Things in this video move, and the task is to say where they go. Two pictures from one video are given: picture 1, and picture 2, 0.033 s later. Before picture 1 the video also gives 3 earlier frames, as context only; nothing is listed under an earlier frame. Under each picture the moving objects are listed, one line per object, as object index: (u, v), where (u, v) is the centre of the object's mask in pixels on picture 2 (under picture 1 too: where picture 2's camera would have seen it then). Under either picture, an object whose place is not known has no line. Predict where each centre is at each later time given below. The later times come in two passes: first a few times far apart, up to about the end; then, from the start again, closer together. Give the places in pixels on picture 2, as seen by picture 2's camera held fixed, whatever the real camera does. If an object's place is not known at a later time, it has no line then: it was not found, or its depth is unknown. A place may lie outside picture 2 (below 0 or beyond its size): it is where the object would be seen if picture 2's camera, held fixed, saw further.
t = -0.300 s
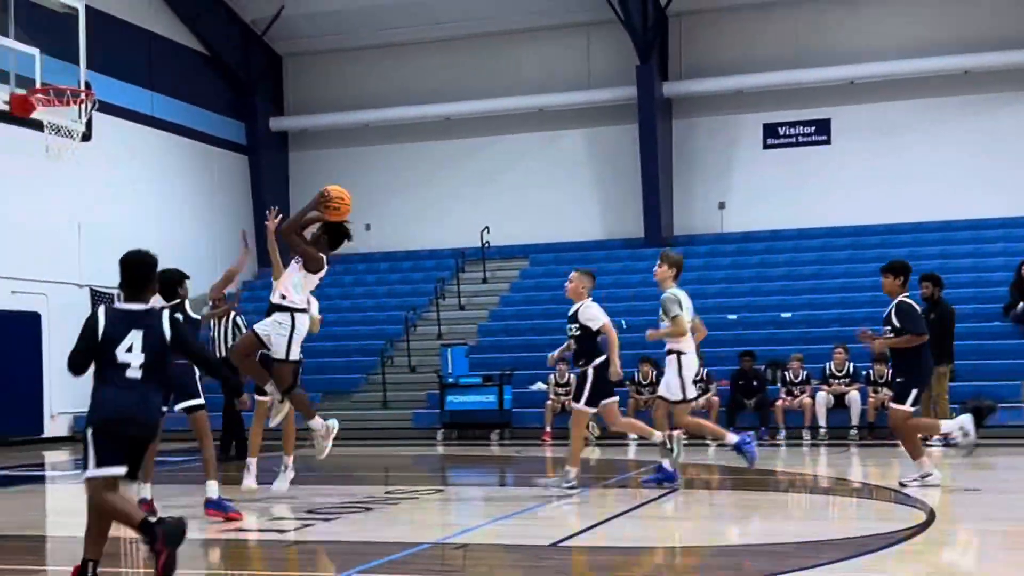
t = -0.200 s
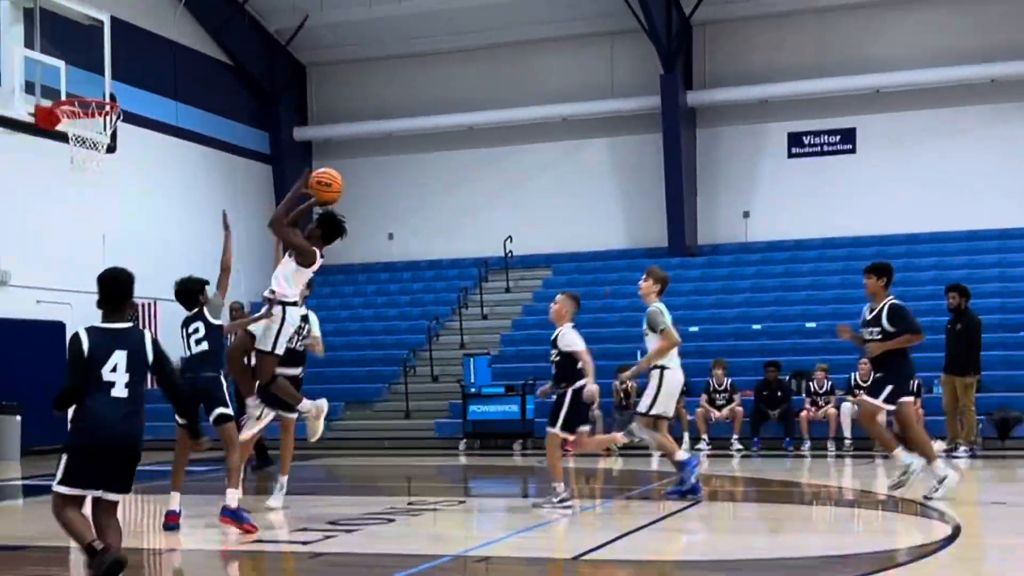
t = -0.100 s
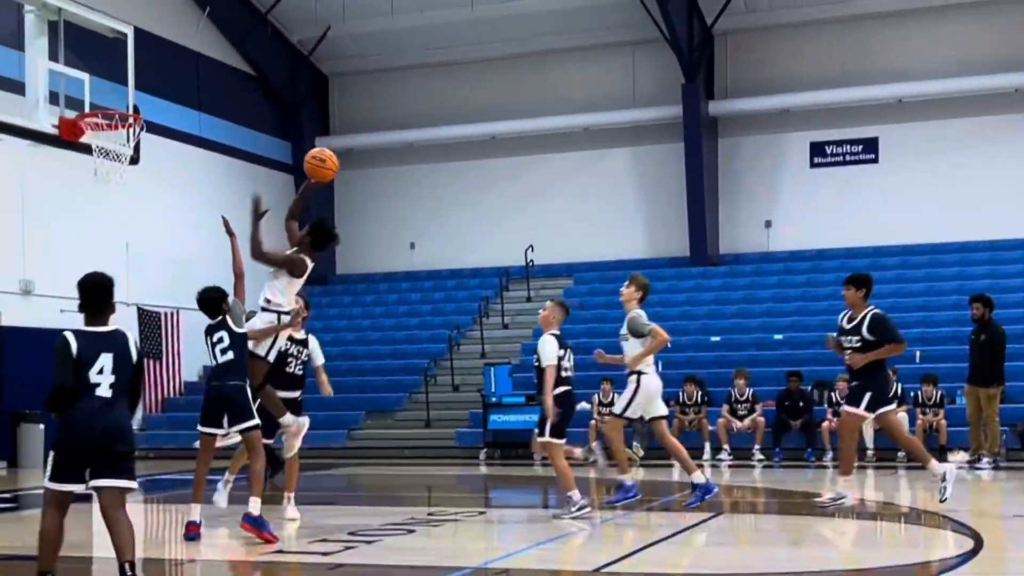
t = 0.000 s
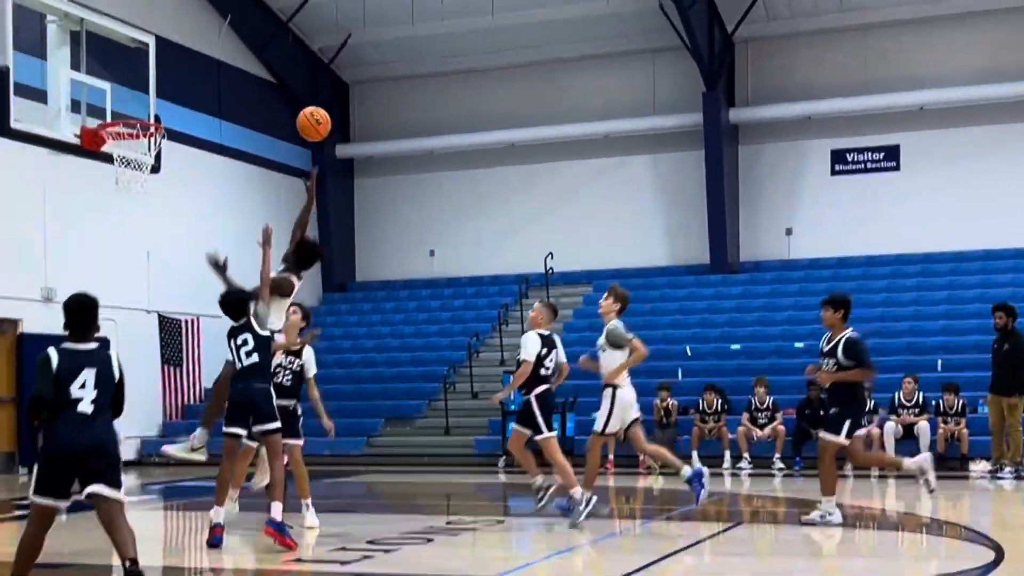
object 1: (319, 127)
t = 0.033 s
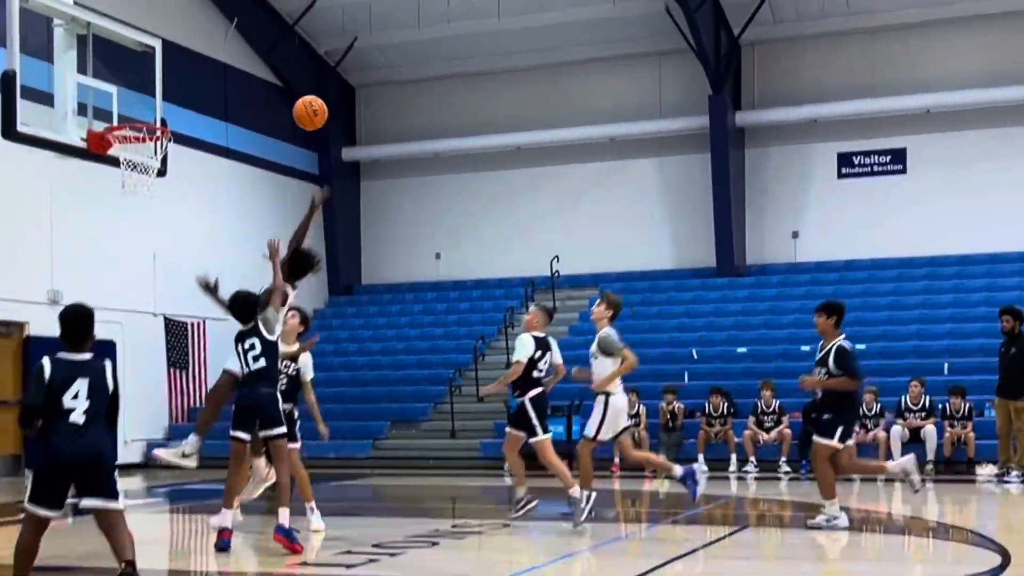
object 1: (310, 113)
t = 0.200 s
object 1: (265, 66)
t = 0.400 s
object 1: (214, 59)
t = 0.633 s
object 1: (158, 117)
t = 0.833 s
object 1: (118, 185)
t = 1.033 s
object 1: (99, 258)
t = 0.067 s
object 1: (301, 101)
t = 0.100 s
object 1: (292, 89)
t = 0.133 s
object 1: (283, 80)
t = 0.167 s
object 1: (274, 72)
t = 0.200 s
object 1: (265, 66)
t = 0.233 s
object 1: (256, 62)
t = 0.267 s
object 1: (247, 58)
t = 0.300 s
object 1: (238, 56)
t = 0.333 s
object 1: (230, 56)
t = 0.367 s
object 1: (221, 57)
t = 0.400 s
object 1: (214, 59)
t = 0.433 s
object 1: (206, 63)
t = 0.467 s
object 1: (197, 69)
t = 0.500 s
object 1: (189, 76)
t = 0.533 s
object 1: (183, 85)
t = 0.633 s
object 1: (158, 117)
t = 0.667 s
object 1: (149, 129)
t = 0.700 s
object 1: (141, 142)
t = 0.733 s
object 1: (133, 154)
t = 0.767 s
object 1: (125, 168)
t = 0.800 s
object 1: (121, 177)
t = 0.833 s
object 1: (118, 185)
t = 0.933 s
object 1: (109, 215)
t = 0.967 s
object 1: (106, 229)
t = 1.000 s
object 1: (103, 243)
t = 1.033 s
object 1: (99, 258)
